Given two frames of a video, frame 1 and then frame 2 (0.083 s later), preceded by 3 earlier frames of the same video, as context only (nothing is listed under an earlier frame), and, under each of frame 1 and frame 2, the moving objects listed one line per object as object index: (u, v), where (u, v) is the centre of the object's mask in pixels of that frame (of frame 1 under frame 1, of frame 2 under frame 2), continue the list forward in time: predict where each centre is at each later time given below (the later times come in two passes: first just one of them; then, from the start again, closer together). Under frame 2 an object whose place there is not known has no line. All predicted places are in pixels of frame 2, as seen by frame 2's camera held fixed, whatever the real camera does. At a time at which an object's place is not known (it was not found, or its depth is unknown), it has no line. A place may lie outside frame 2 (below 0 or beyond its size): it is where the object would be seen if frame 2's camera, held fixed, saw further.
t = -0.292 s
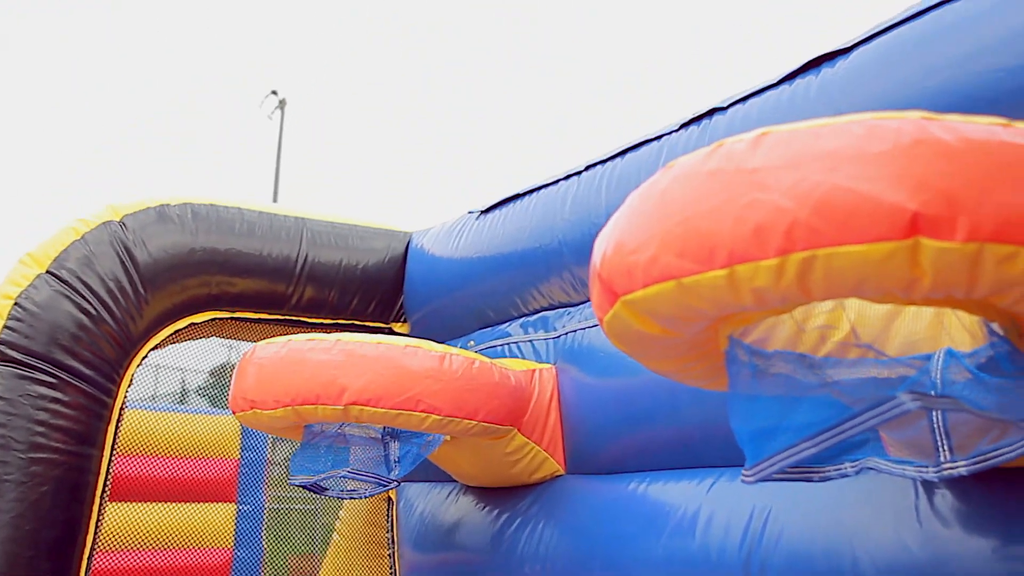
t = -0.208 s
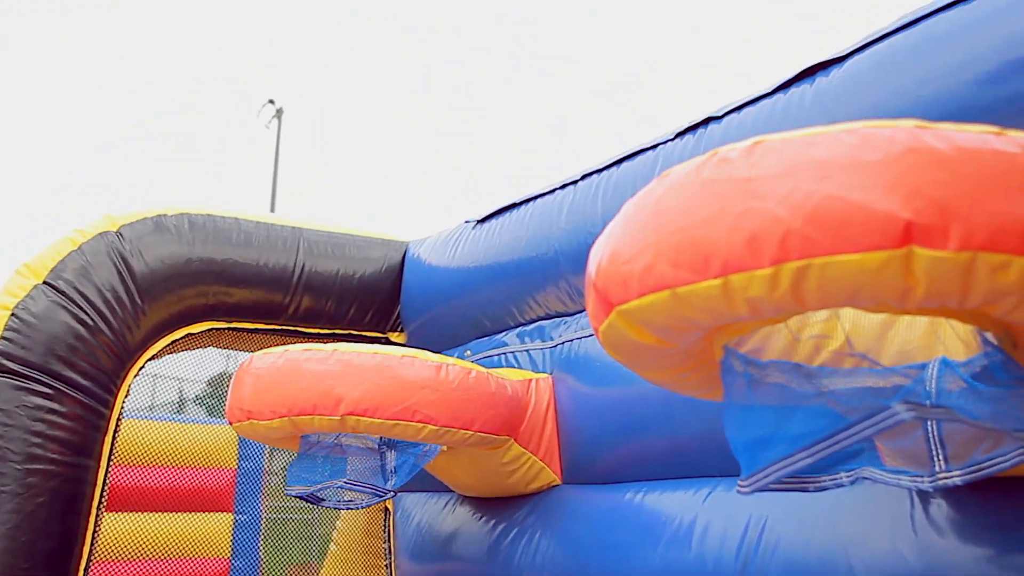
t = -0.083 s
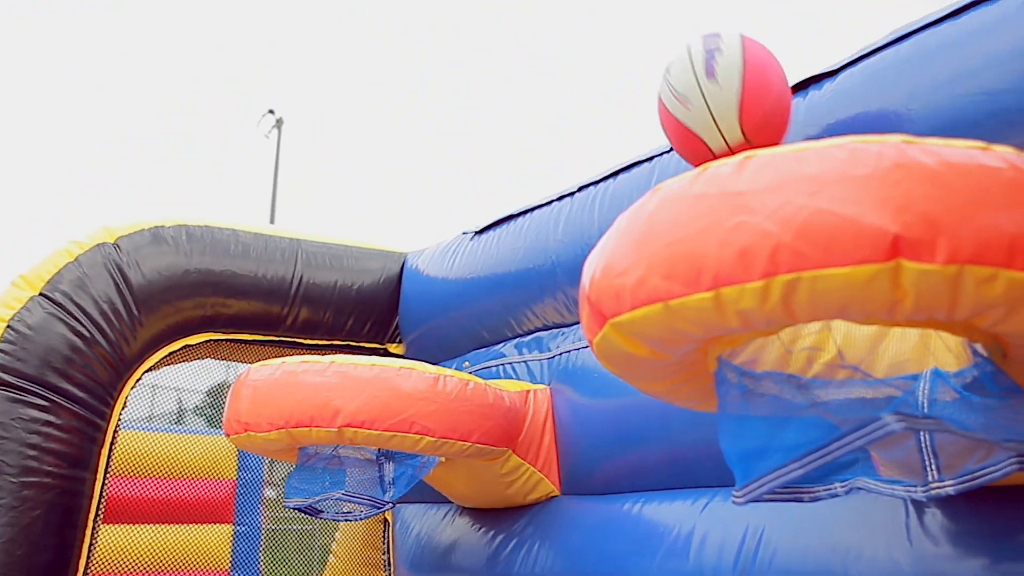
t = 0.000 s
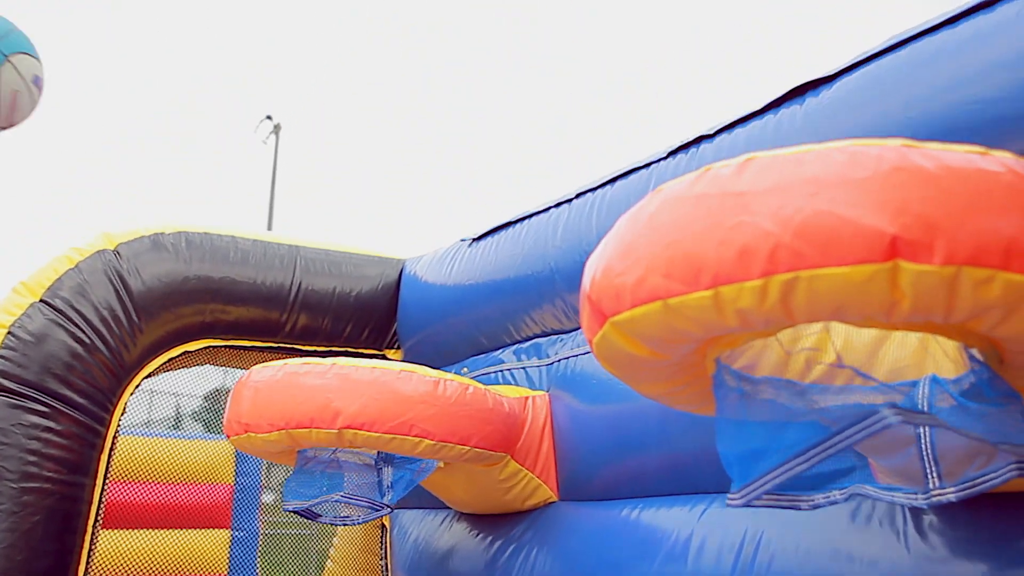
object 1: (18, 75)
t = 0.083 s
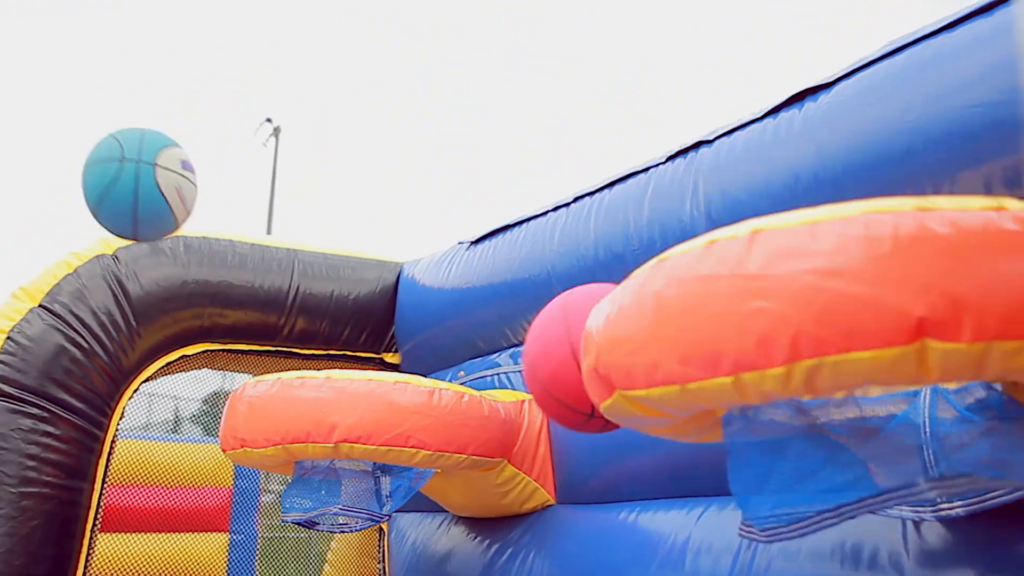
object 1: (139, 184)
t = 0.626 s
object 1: (459, 326)
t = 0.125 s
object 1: (212, 253)
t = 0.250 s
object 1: (310, 354)
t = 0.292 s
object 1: (334, 344)
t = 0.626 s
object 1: (459, 326)
